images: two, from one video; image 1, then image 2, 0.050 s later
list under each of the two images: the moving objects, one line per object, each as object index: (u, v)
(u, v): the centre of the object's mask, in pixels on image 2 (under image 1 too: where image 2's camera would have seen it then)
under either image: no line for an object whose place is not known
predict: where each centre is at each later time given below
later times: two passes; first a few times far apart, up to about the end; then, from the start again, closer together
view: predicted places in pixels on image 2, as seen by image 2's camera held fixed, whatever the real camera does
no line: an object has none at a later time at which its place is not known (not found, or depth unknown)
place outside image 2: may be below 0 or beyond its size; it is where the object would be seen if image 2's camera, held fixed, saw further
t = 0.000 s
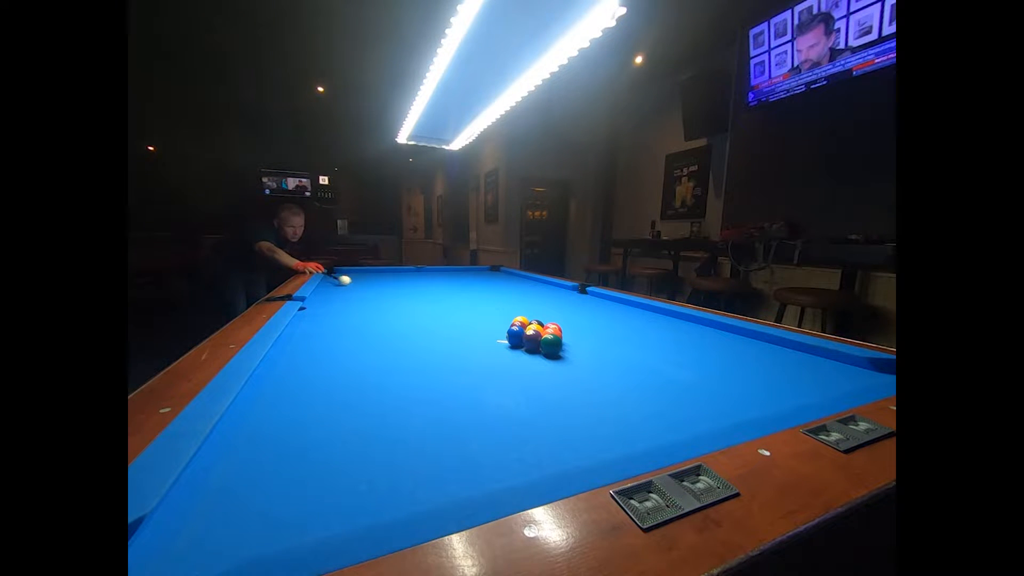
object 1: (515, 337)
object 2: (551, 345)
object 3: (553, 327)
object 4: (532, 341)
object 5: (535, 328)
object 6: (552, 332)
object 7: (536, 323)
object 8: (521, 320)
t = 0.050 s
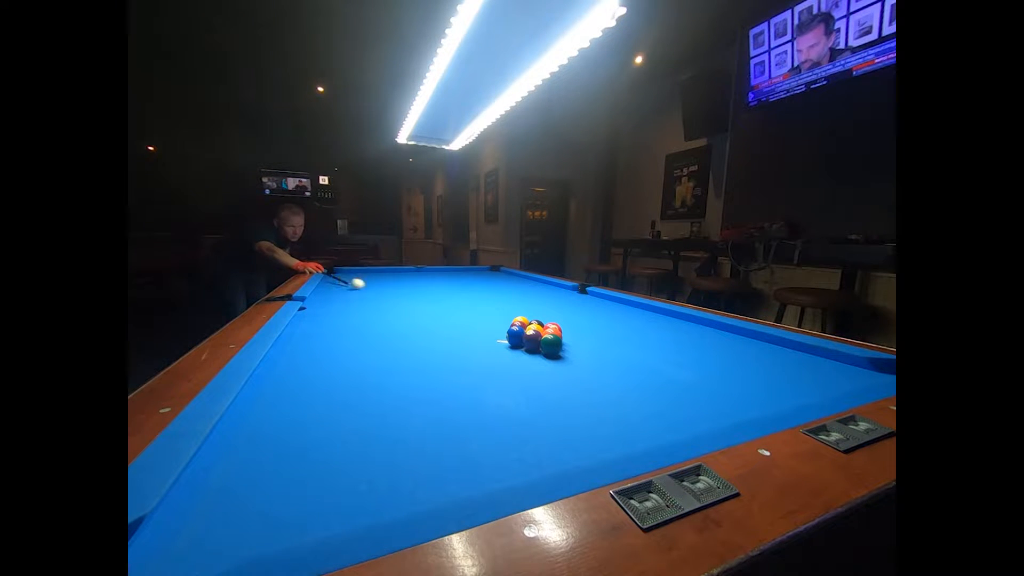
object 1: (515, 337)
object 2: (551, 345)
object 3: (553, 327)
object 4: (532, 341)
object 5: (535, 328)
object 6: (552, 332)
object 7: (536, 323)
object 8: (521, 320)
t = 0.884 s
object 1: (484, 354)
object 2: (542, 422)
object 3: (816, 350)
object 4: (550, 351)
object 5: (548, 332)
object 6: (566, 341)
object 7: (566, 326)
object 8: (538, 314)
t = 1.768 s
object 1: (412, 394)
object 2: (376, 412)
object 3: (700, 381)
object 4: (577, 367)
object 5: (555, 335)
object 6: (575, 344)
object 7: (603, 328)
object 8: (557, 302)
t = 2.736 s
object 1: (405, 395)
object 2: (288, 406)
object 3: (580, 385)
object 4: (500, 363)
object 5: (555, 335)
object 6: (575, 344)
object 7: (620, 328)
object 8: (569, 294)
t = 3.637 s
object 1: (405, 395)
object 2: (353, 388)
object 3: (548, 388)
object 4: (417, 357)
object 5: (554, 334)
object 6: (575, 344)
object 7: (620, 328)
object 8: (576, 291)
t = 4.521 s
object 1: (405, 395)
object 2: (369, 382)
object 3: (547, 388)
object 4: (368, 353)
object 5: (555, 334)
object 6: (575, 344)
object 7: (620, 328)
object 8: (580, 289)
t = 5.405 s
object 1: (405, 396)
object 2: (369, 382)
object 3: (548, 388)
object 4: (346, 351)
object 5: (555, 335)
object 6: (575, 344)
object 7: (620, 328)
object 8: (580, 289)
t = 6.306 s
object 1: (405, 396)
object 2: (369, 382)
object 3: (548, 388)
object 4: (345, 351)
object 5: (555, 335)
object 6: (575, 344)
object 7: (620, 328)
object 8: (580, 289)
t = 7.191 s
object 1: (405, 396)
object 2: (369, 382)
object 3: (548, 388)
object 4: (345, 351)
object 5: (555, 334)
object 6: (575, 344)
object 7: (620, 327)
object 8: (580, 289)
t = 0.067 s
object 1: (515, 337)
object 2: (551, 345)
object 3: (553, 327)
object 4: (532, 341)
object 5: (535, 328)
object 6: (553, 332)
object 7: (536, 323)
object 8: (521, 320)
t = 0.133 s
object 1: (515, 337)
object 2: (551, 345)
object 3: (553, 327)
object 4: (532, 341)
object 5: (535, 328)
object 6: (553, 332)
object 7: (536, 323)
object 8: (521, 320)
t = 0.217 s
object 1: (515, 337)
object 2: (551, 345)
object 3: (553, 327)
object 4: (532, 341)
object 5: (535, 328)
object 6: (553, 332)
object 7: (536, 323)
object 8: (521, 320)
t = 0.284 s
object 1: (515, 337)
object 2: (551, 345)
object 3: (553, 327)
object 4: (532, 341)
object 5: (535, 328)
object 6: (553, 332)
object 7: (536, 323)
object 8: (521, 320)
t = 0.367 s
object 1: (515, 336)
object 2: (551, 346)
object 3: (553, 327)
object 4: (532, 341)
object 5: (535, 328)
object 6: (553, 332)
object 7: (536, 323)
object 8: (521, 320)
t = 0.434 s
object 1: (514, 337)
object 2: (551, 348)
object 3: (566, 332)
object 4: (533, 341)
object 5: (536, 329)
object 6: (554, 333)
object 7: (539, 323)
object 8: (523, 320)
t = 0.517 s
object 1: (509, 340)
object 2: (550, 359)
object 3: (616, 337)
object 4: (536, 342)
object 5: (538, 329)
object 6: (555, 337)
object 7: (545, 324)
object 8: (526, 321)
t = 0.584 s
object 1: (505, 342)
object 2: (549, 367)
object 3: (655, 339)
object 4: (539, 344)
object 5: (540, 329)
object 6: (557, 339)
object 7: (549, 324)
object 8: (528, 320)
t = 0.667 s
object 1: (499, 345)
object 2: (547, 379)
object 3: (700, 342)
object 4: (542, 346)
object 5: (543, 330)
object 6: (560, 340)
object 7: (553, 324)
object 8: (531, 319)
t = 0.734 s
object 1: (495, 348)
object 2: (546, 389)
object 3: (735, 344)
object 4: (545, 348)
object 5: (545, 331)
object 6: (562, 341)
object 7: (557, 325)
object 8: (533, 317)
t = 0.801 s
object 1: (490, 350)
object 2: (544, 402)
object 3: (771, 347)
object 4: (547, 349)
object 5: (547, 331)
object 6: (564, 341)
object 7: (561, 325)
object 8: (535, 316)
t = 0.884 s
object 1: (484, 354)
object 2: (542, 422)
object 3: (816, 350)
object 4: (550, 351)
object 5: (548, 332)
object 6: (566, 341)
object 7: (566, 326)
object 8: (538, 314)
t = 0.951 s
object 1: (479, 356)
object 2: (540, 441)
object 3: (817, 356)
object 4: (553, 352)
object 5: (550, 333)
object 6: (567, 342)
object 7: (569, 326)
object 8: (540, 313)
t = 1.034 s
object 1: (473, 360)
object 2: (533, 459)
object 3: (822, 362)
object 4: (556, 354)
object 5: (551, 334)
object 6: (569, 341)
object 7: (574, 327)
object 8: (542, 311)
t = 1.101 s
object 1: (468, 363)
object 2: (514, 456)
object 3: (827, 368)
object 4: (558, 355)
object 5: (552, 334)
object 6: (570, 342)
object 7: (577, 327)
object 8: (544, 310)
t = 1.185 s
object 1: (461, 368)
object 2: (492, 448)
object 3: (833, 377)
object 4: (560, 357)
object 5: (553, 335)
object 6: (572, 342)
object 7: (581, 328)
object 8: (546, 309)
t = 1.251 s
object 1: (455, 370)
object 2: (477, 443)
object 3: (837, 381)
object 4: (563, 358)
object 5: (554, 335)
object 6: (572, 342)
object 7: (584, 328)
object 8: (547, 308)
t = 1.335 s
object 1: (449, 374)
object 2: (458, 435)
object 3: (821, 384)
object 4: (565, 360)
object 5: (555, 335)
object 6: (573, 342)
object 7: (588, 328)
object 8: (549, 307)
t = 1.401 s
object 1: (443, 378)
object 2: (444, 431)
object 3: (802, 385)
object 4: (567, 361)
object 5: (555, 335)
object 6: (574, 342)
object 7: (590, 328)
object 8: (550, 306)
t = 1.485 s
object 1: (435, 382)
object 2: (428, 425)
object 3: (778, 384)
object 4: (570, 362)
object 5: (555, 335)
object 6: (574, 343)
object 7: (594, 328)
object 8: (552, 305)
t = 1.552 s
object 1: (429, 386)
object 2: (417, 420)
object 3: (760, 383)
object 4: (572, 363)
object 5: (555, 335)
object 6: (575, 343)
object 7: (596, 328)
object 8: (553, 304)
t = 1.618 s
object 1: (423, 388)
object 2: (406, 416)
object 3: (741, 382)
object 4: (573, 364)
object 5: (555, 335)
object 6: (575, 343)
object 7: (599, 328)
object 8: (554, 303)
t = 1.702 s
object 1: (417, 392)
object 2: (392, 411)
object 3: (718, 381)
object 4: (575, 366)
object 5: (555, 335)
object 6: (575, 343)
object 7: (602, 328)
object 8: (556, 302)
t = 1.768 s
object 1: (412, 394)
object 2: (376, 412)
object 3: (700, 381)
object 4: (577, 367)
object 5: (555, 335)
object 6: (575, 344)
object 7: (603, 328)
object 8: (557, 302)
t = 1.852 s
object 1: (409, 395)
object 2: (357, 412)
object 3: (678, 379)
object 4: (578, 368)
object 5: (555, 335)
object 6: (575, 344)
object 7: (606, 328)
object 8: (558, 301)
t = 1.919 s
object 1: (408, 395)
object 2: (342, 413)
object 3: (660, 378)
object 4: (579, 369)
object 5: (555, 335)
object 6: (575, 344)
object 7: (608, 328)
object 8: (559, 300)
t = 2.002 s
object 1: (407, 395)
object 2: (323, 415)
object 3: (639, 377)
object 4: (581, 370)
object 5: (555, 335)
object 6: (575, 344)
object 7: (610, 328)
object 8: (560, 299)
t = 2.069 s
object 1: (406, 395)
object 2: (308, 415)
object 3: (622, 377)
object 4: (582, 370)
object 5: (555, 335)
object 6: (575, 344)
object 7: (612, 328)
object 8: (561, 299)
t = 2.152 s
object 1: (406, 396)
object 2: (289, 416)
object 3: (611, 377)
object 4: (574, 370)
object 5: (555, 335)
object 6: (575, 344)
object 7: (614, 328)
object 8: (563, 298)
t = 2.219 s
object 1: (406, 395)
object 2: (274, 417)
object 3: (607, 378)
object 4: (564, 369)
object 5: (555, 335)
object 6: (575, 344)
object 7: (615, 328)
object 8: (563, 297)
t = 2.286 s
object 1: (405, 396)
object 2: (260, 417)
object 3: (603, 379)
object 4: (555, 368)
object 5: (555, 335)
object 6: (575, 344)
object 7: (616, 328)
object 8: (564, 297)
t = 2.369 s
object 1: (405, 395)
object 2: (242, 417)
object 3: (599, 380)
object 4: (544, 367)
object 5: (555, 335)
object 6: (575, 344)
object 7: (617, 328)
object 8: (565, 296)
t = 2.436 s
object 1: (405, 395)
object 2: (251, 415)
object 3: (595, 381)
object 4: (535, 366)
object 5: (555, 335)
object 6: (575, 344)
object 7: (618, 328)
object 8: (566, 296)
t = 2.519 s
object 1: (405, 396)
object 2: (263, 412)
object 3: (591, 382)
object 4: (525, 365)
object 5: (555, 335)
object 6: (575, 344)
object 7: (619, 328)
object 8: (567, 296)
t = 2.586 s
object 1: (405, 395)
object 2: (271, 411)
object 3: (587, 383)
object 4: (517, 365)
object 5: (555, 335)
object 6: (575, 344)
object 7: (619, 328)
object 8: (567, 295)
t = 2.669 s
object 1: (405, 395)
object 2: (280, 407)
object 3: (583, 383)
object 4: (507, 364)
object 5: (555, 335)
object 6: (575, 344)
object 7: (620, 328)
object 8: (568, 294)
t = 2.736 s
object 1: (405, 395)
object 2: (288, 406)
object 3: (580, 385)
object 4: (500, 363)
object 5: (555, 335)
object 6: (575, 344)
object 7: (620, 328)
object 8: (569, 294)
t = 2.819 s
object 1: (405, 395)
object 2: (295, 402)
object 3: (576, 385)
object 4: (490, 362)
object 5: (555, 335)
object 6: (575, 344)
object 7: (620, 328)
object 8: (570, 294)
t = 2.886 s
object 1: (405, 395)
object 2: (300, 399)
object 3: (573, 386)
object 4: (483, 362)
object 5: (555, 335)
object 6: (575, 344)
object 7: (620, 328)
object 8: (570, 293)
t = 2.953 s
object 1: (405, 395)
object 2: (308, 395)
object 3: (570, 386)
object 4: (477, 361)
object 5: (555, 335)
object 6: (575, 344)
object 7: (620, 328)
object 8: (571, 293)
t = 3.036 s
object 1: (405, 395)
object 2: (317, 395)
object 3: (566, 387)
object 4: (468, 361)
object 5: (555, 335)
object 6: (575, 344)
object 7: (620, 328)
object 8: (572, 293)
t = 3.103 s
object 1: (405, 395)
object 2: (322, 396)
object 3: (563, 387)
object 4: (462, 360)
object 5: (555, 335)
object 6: (575, 344)
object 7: (620, 328)
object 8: (572, 292)
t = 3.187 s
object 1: (405, 395)
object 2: (327, 395)
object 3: (560, 387)
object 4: (454, 360)
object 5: (554, 334)
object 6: (575, 344)
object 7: (620, 328)
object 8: (573, 292)
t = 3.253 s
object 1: (405, 395)
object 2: (332, 394)
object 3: (558, 388)
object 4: (448, 359)
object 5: (554, 334)
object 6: (575, 344)
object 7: (620, 328)
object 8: (573, 292)
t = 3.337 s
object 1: (405, 395)
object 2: (337, 392)
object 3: (555, 388)
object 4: (441, 359)
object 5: (555, 335)
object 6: (575, 344)
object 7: (620, 328)
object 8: (574, 291)
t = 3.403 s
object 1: (405, 395)
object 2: (341, 392)
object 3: (553, 388)
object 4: (435, 358)
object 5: (554, 334)
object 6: (575, 344)
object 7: (620, 328)
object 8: (575, 291)
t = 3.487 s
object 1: (405, 395)
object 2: (346, 390)
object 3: (551, 388)
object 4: (428, 358)
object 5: (554, 334)
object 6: (575, 344)
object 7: (620, 328)
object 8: (575, 291)
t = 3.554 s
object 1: (405, 395)
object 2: (350, 389)
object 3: (550, 388)
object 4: (423, 358)
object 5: (554, 334)
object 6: (575, 344)
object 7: (620, 328)
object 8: (575, 291)
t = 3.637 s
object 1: (405, 395)
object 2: (353, 388)
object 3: (548, 388)
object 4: (417, 357)
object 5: (554, 334)
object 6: (575, 344)
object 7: (620, 328)
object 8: (576, 291)
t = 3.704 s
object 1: (405, 395)
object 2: (356, 388)
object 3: (547, 388)
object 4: (412, 357)
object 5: (555, 335)
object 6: (575, 344)
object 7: (620, 328)
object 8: (576, 290)
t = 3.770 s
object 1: (405, 395)
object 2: (358, 387)
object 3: (546, 388)
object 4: (408, 356)
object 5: (555, 335)
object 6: (575, 344)
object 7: (620, 328)
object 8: (577, 290)
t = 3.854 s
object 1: (405, 396)
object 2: (360, 386)
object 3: (545, 388)
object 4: (402, 356)
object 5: (555, 335)
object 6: (575, 344)
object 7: (620, 328)
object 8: (577, 290)
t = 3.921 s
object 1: (405, 396)
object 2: (362, 386)
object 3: (545, 388)
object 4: (398, 355)
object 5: (555, 335)
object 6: (575, 344)
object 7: (620, 328)
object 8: (577, 290)
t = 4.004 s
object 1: (405, 396)
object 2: (364, 385)
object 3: (545, 388)
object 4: (393, 355)
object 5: (555, 335)
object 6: (575, 344)
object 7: (620, 328)
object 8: (578, 290)
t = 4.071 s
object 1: (405, 396)
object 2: (365, 385)
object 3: (546, 388)
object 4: (389, 355)
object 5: (555, 335)
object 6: (575, 344)
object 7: (620, 328)
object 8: (578, 290)
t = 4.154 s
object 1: (405, 396)
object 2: (367, 384)
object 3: (546, 388)
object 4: (385, 355)
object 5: (555, 335)
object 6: (575, 344)
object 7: (620, 328)
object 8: (578, 290)
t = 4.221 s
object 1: (405, 396)
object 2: (368, 384)
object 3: (546, 388)
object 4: (381, 354)
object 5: (555, 335)
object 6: (575, 344)
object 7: (620, 328)
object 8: (579, 290)
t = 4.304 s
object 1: (405, 396)
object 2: (368, 383)
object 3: (546, 388)
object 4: (377, 354)
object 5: (555, 335)
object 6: (575, 344)
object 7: (620, 328)
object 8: (579, 289)
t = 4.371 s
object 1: (405, 396)
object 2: (369, 383)
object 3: (547, 388)
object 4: (374, 354)
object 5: (555, 335)
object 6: (575, 344)
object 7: (620, 328)
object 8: (579, 289)
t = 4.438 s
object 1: (405, 396)
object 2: (369, 383)
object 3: (547, 388)
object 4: (371, 353)
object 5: (555, 335)
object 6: (575, 344)
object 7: (620, 328)
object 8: (579, 289)
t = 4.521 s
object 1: (405, 395)
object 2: (369, 382)
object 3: (547, 388)
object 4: (368, 353)
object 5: (555, 334)
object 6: (575, 344)
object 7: (620, 328)
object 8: (580, 289)
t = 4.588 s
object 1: (405, 395)
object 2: (369, 382)
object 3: (547, 388)
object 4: (365, 352)
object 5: (555, 334)
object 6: (575, 344)
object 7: (620, 328)
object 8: (580, 289)
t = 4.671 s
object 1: (405, 395)
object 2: (369, 382)
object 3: (548, 388)
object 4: (362, 352)
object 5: (555, 335)
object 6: (575, 344)
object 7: (620, 328)
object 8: (580, 289)
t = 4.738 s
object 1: (405, 395)
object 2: (369, 382)
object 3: (548, 388)
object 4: (360, 352)
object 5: (555, 334)
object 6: (575, 344)
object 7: (620, 328)
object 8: (580, 289)
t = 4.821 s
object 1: (405, 395)
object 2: (369, 382)
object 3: (548, 388)
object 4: (357, 352)
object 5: (555, 335)
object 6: (575, 344)
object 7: (620, 328)
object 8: (580, 289)
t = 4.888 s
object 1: (405, 395)
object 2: (369, 382)
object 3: (548, 388)
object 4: (356, 352)
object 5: (555, 335)
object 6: (575, 344)
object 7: (620, 328)
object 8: (580, 289)
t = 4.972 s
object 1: (405, 395)
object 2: (369, 382)
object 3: (548, 388)
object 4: (353, 352)
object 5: (555, 335)
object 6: (575, 344)
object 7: (620, 328)
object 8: (580, 289)
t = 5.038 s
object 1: (405, 395)
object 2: (369, 382)
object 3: (548, 388)
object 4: (352, 352)
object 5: (555, 334)
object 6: (575, 344)
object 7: (620, 328)
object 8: (580, 289)
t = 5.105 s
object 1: (405, 395)
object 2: (369, 382)
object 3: (548, 388)
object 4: (350, 352)
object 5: (555, 335)
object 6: (575, 344)
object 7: (620, 328)
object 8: (580, 289)
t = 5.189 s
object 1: (405, 396)
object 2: (369, 382)
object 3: (548, 388)
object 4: (349, 351)
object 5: (555, 335)
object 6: (575, 344)
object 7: (620, 328)
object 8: (580, 289)
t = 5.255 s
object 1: (405, 396)
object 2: (369, 382)
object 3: (548, 388)
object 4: (348, 351)
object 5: (555, 335)
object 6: (575, 344)
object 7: (620, 328)
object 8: (580, 289)
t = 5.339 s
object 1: (405, 396)
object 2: (369, 382)
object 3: (548, 388)
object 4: (347, 351)
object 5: (555, 335)
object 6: (575, 344)
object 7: (620, 328)
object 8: (580, 289)
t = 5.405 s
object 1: (405, 396)
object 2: (369, 382)
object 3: (548, 388)
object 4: (346, 351)
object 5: (555, 335)
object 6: (575, 344)
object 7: (620, 328)
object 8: (580, 289)
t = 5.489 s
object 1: (405, 396)
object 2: (369, 382)
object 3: (548, 388)
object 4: (345, 351)
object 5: (555, 335)
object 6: (575, 344)
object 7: (620, 328)
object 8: (580, 289)
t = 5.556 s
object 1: (405, 396)
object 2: (369, 382)
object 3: (548, 388)
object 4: (345, 351)
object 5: (555, 335)
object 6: (575, 344)
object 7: (620, 328)
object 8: (580, 289)
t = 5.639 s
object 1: (405, 396)
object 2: (369, 382)
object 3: (548, 388)
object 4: (345, 351)
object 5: (555, 335)
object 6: (575, 344)
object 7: (621, 328)
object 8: (580, 289)
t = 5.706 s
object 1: (405, 396)
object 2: (369, 382)
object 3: (548, 388)
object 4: (345, 351)
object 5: (555, 335)
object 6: (575, 344)
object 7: (620, 328)
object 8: (580, 289)
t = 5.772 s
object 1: (405, 396)
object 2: (369, 382)
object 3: (548, 388)
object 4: (345, 351)
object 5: (555, 335)
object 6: (575, 344)
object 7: (621, 328)
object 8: (580, 289)
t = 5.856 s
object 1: (405, 396)
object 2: (369, 382)
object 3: (548, 388)
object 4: (345, 351)
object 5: (555, 334)
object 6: (575, 344)
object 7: (620, 328)
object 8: (580, 289)
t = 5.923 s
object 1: (405, 396)
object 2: (369, 382)
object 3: (548, 388)
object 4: (345, 351)
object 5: (555, 335)
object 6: (575, 344)
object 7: (620, 328)
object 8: (580, 289)
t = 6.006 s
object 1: (405, 396)
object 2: (369, 382)
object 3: (548, 388)
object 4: (345, 351)
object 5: (555, 334)
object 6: (575, 344)
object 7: (620, 328)
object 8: (580, 289)
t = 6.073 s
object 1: (405, 396)
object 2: (369, 382)
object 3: (548, 388)
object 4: (345, 351)
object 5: (555, 335)
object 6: (575, 344)
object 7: (620, 328)
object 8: (580, 289)
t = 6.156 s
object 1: (405, 396)
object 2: (369, 382)
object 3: (548, 388)
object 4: (345, 351)
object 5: (555, 335)
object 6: (575, 344)
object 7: (620, 328)
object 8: (580, 289)
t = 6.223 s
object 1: (405, 396)
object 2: (369, 382)
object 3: (548, 388)
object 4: (345, 351)
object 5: (555, 335)
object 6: (575, 344)
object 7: (620, 328)
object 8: (580, 289)
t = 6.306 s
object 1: (405, 396)
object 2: (369, 382)
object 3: (548, 388)
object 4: (345, 351)
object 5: (555, 335)
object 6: (575, 344)
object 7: (620, 328)
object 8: (580, 289)
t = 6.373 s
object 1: (405, 396)
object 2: (369, 382)
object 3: (548, 388)
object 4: (345, 351)
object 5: (555, 334)
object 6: (575, 344)
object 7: (620, 328)
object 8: (580, 289)
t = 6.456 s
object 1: (405, 396)
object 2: (369, 382)
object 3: (548, 388)
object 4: (345, 351)
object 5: (555, 334)
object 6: (575, 344)
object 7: (620, 328)
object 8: (580, 289)
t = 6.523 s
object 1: (405, 396)
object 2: (369, 382)
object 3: (548, 388)
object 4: (345, 351)
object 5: (555, 335)
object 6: (575, 344)
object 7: (620, 328)
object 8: (580, 289)
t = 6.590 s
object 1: (405, 396)
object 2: (369, 382)
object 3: (548, 388)
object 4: (345, 351)
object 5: (555, 335)
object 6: (575, 344)
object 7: (620, 328)
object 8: (580, 289)
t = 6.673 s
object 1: (405, 396)
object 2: (369, 382)
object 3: (548, 388)
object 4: (345, 351)
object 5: (555, 335)
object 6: (575, 344)
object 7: (620, 328)
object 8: (580, 289)
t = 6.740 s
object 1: (405, 396)
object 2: (369, 382)
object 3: (548, 388)
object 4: (345, 351)
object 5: (555, 335)
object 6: (575, 344)
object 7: (620, 328)
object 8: (580, 289)
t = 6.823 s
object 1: (405, 396)
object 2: (369, 382)
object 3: (548, 388)
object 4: (345, 351)
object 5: (555, 335)
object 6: (575, 344)
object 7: (620, 328)
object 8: (580, 289)
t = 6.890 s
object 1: (405, 396)
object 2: (369, 382)
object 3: (548, 388)
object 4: (345, 351)
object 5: (555, 335)
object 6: (575, 344)
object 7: (620, 328)
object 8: (580, 289)
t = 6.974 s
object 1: (405, 396)
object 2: (369, 382)
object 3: (548, 388)
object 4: (345, 351)
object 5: (555, 335)
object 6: (575, 344)
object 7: (620, 328)
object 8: (580, 289)
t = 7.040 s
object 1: (405, 396)
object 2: (369, 382)
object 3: (548, 388)
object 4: (345, 351)
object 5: (555, 335)
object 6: (575, 344)
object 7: (620, 328)
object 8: (580, 289)
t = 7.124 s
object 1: (405, 396)
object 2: (369, 382)
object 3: (548, 388)
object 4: (345, 351)
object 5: (555, 335)
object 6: (575, 344)
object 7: (620, 328)
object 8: (580, 289)
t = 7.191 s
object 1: (405, 396)
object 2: (369, 382)
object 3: (548, 388)
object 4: (345, 351)
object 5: (555, 334)
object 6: (575, 344)
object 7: (620, 327)
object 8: (580, 289)
